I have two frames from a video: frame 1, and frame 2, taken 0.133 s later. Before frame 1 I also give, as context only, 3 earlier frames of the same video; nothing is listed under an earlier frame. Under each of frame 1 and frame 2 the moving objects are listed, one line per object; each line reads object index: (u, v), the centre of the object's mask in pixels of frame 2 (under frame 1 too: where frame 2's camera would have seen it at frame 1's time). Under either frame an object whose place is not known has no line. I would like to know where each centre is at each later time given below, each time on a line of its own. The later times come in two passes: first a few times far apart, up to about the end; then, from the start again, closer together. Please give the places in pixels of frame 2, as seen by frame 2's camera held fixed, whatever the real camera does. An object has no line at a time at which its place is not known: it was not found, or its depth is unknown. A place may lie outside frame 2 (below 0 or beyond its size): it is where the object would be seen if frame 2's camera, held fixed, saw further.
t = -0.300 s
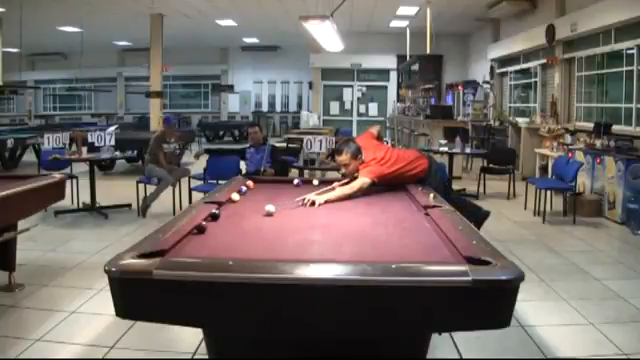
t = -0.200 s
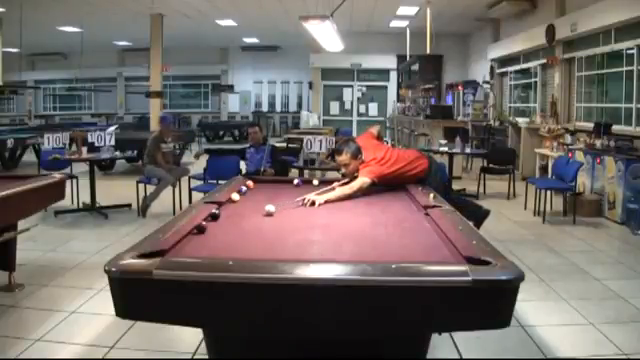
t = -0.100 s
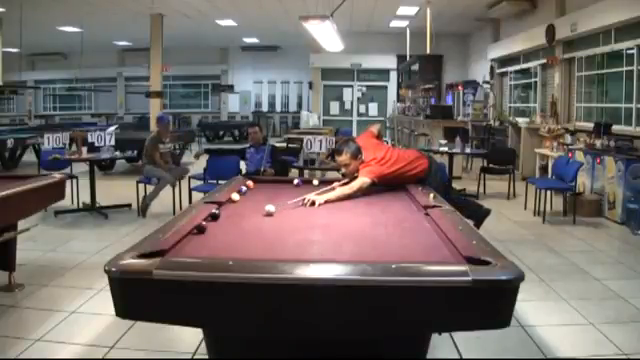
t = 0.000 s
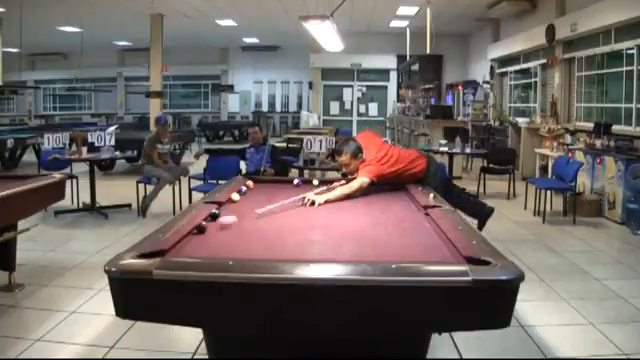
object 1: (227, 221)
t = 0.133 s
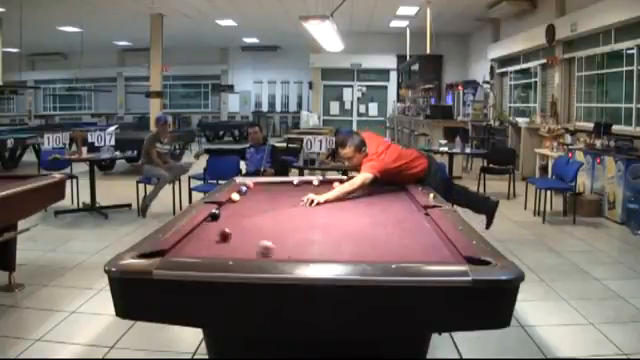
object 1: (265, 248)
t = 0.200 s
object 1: (302, 254)
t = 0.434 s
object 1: (367, 232)
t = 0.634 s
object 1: (395, 218)
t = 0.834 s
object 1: (415, 208)
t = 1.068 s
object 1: (392, 198)
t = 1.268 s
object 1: (372, 192)
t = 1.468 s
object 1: (355, 186)
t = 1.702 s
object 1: (337, 180)
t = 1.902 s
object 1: (316, 183)
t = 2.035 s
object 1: (301, 185)
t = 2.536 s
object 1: (251, 190)
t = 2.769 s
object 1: (250, 190)
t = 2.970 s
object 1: (247, 189)
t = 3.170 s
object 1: (247, 190)
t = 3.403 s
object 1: (246, 189)
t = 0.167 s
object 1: (284, 253)
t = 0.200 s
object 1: (302, 254)
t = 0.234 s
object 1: (314, 252)
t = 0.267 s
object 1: (325, 250)
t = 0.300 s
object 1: (335, 246)
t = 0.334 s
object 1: (344, 242)
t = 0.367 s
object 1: (353, 239)
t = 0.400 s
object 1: (360, 236)
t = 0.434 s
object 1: (367, 232)
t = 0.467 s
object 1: (373, 230)
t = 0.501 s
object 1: (378, 227)
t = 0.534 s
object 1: (383, 224)
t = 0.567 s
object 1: (387, 222)
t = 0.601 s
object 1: (391, 220)
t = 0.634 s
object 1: (395, 218)
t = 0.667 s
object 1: (398, 216)
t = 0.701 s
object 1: (402, 215)
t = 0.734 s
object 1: (405, 213)
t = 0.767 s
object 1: (409, 211)
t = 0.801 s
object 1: (412, 209)
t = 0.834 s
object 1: (415, 208)
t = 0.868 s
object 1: (416, 206)
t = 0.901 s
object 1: (411, 205)
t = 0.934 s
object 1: (407, 203)
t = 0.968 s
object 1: (403, 202)
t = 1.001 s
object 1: (399, 201)
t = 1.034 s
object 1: (395, 200)
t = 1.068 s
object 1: (392, 198)
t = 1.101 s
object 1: (388, 197)
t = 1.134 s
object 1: (385, 196)
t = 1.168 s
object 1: (381, 195)
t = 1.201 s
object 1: (378, 194)
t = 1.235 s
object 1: (375, 192)
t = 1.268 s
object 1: (372, 192)
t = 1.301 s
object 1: (369, 191)
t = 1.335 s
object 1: (366, 190)
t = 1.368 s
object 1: (363, 189)
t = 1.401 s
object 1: (361, 188)
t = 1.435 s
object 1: (358, 187)
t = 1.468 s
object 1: (355, 186)
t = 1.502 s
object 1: (353, 185)
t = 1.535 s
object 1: (350, 184)
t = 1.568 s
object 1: (348, 183)
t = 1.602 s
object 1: (345, 183)
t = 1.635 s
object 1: (343, 182)
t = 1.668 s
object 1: (341, 181)
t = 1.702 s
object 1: (337, 180)
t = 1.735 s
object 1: (333, 181)
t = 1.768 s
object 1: (330, 182)
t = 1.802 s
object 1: (326, 182)
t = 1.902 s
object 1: (316, 183)
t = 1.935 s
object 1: (313, 183)
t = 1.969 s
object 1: (308, 184)
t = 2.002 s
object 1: (305, 184)
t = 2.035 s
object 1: (301, 185)
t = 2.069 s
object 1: (298, 185)
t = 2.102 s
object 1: (294, 185)
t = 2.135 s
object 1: (290, 186)
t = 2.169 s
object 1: (286, 186)
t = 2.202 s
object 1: (282, 186)
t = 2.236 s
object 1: (278, 187)
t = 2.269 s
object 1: (275, 187)
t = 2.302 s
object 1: (271, 187)
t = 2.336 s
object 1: (267, 188)
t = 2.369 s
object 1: (263, 188)
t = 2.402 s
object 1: (259, 188)
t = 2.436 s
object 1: (255, 189)
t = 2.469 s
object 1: (251, 189)
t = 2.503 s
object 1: (250, 189)
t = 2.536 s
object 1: (251, 190)
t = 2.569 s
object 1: (251, 189)
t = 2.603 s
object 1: (251, 189)
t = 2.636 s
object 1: (251, 189)
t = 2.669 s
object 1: (251, 189)
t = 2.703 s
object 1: (250, 190)
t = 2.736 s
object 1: (250, 189)
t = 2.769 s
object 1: (250, 190)
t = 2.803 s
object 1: (250, 190)
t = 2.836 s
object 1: (250, 191)
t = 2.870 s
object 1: (249, 189)
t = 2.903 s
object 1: (248, 190)
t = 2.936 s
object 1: (248, 190)
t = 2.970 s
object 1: (247, 189)
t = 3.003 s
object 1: (247, 190)
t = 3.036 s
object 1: (247, 190)
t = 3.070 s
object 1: (247, 190)
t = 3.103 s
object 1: (247, 190)
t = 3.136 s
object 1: (247, 190)
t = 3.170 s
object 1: (247, 190)
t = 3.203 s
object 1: (247, 190)
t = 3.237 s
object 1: (246, 190)
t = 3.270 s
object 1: (247, 190)
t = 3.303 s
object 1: (247, 190)
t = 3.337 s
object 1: (246, 189)
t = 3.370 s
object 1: (246, 189)
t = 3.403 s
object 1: (246, 189)
